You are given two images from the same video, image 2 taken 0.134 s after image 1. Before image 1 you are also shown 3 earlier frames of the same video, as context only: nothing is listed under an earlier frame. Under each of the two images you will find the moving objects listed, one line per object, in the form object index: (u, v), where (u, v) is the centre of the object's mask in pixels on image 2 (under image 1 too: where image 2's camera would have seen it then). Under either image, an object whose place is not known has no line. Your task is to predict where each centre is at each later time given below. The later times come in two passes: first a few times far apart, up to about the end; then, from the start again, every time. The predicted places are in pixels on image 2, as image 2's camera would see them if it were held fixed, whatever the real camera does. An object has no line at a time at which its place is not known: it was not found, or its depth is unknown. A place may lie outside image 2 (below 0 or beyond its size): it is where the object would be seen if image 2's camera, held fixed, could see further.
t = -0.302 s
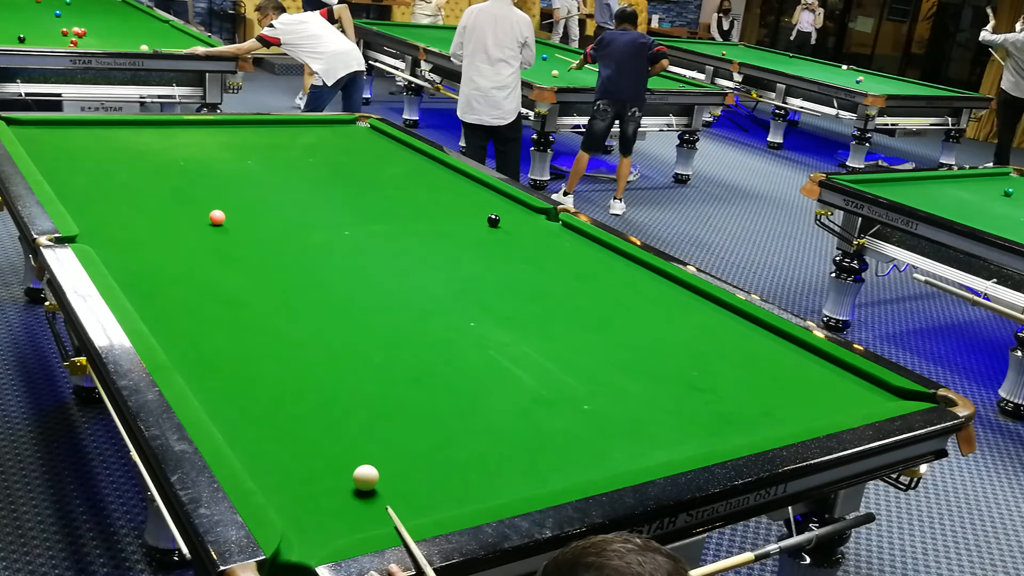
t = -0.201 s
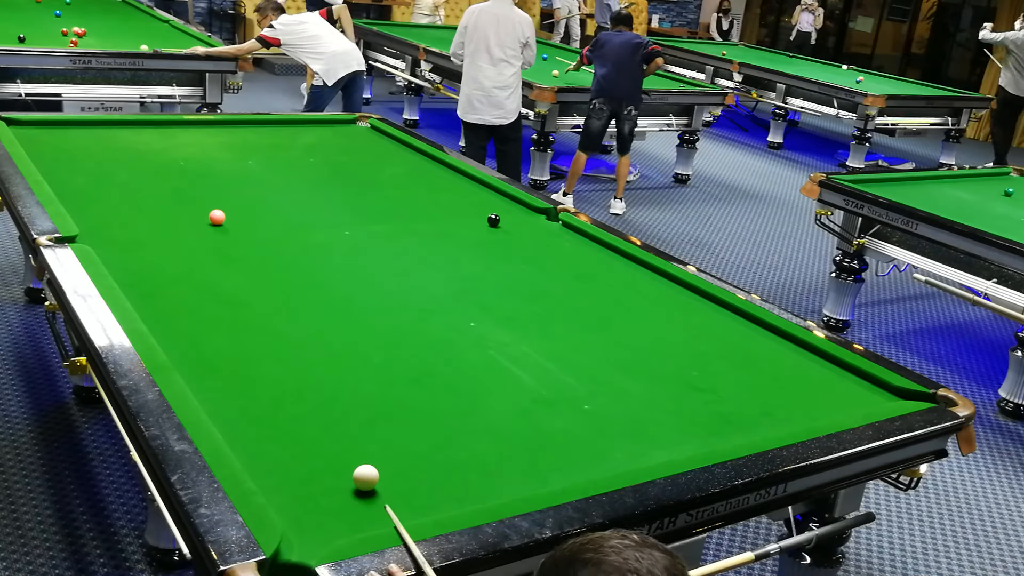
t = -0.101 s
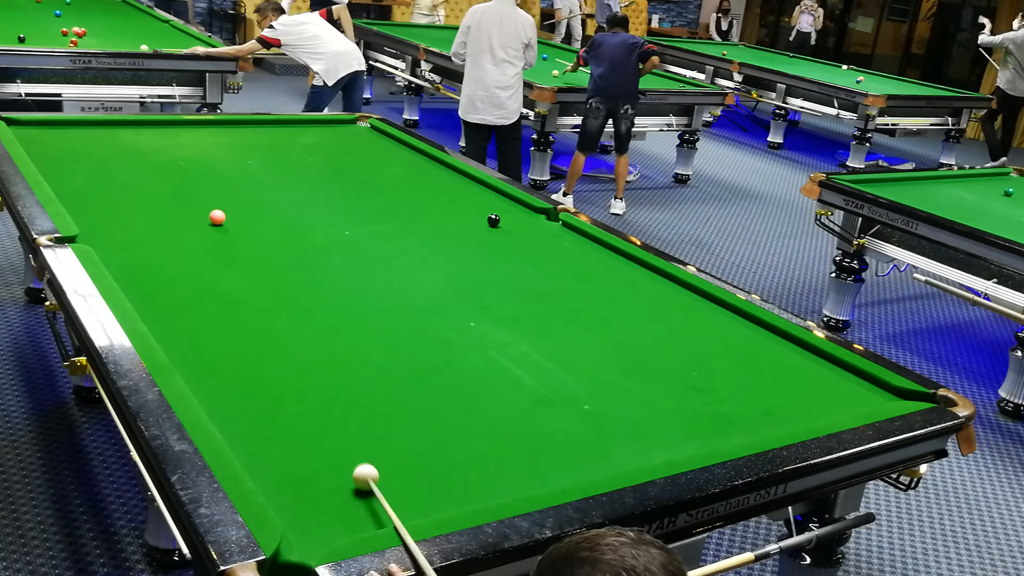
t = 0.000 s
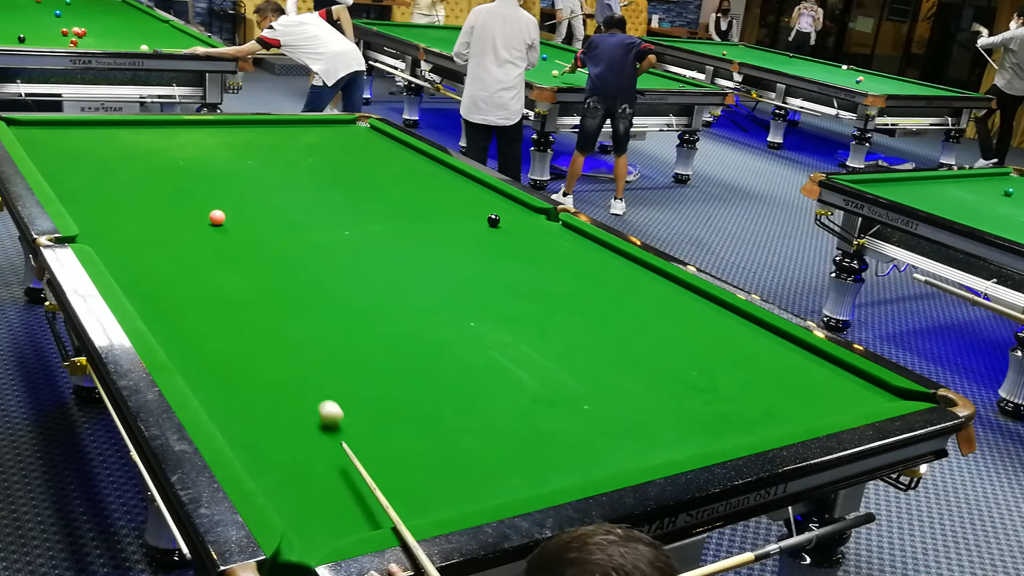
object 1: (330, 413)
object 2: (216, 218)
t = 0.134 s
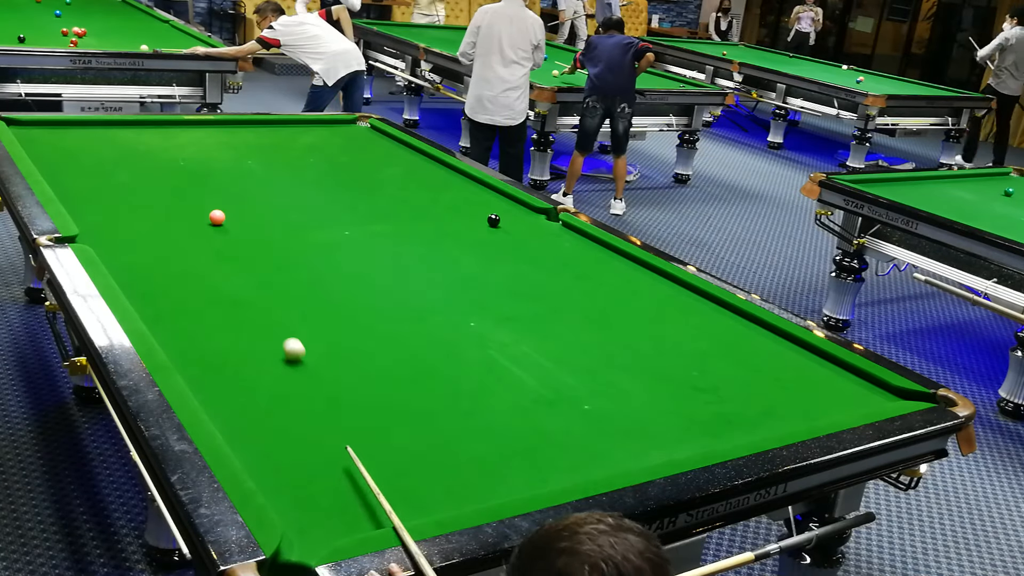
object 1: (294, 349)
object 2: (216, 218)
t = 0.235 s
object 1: (272, 311)
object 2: (217, 218)
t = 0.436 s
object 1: (238, 251)
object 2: (216, 218)
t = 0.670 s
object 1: (227, 221)
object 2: (200, 198)
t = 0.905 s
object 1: (233, 212)
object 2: (177, 171)
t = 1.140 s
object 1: (237, 202)
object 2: (159, 150)
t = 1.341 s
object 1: (239, 194)
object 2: (146, 135)
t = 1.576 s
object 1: (242, 186)
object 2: (139, 124)
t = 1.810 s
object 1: (245, 178)
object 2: (155, 136)
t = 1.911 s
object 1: (247, 175)
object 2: (163, 141)
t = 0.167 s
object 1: (286, 336)
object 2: (217, 218)
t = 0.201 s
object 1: (279, 323)
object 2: (217, 218)
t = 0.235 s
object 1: (272, 311)
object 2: (217, 218)
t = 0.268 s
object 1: (265, 300)
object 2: (216, 218)
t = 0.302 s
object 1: (259, 289)
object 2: (216, 218)
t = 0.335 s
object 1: (253, 279)
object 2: (216, 218)
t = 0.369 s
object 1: (248, 269)
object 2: (216, 218)
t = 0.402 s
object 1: (243, 259)
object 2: (216, 218)
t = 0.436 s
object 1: (238, 251)
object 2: (216, 218)
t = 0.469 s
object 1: (233, 242)
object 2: (217, 218)
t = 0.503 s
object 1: (228, 234)
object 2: (217, 218)
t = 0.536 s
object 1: (224, 226)
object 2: (215, 216)
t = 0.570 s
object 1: (222, 221)
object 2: (213, 213)
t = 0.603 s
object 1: (224, 222)
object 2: (210, 209)
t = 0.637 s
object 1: (225, 221)
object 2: (205, 203)
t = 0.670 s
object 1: (227, 221)
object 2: (200, 198)
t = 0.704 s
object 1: (229, 220)
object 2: (196, 194)
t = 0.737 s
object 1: (230, 219)
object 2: (192, 189)
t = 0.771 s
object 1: (231, 218)
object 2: (189, 185)
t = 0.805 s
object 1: (232, 217)
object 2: (185, 181)
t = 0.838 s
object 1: (232, 215)
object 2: (182, 177)
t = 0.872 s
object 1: (233, 213)
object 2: (180, 174)
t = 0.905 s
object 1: (233, 212)
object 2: (177, 171)
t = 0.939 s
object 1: (234, 210)
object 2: (174, 168)
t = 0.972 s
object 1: (234, 209)
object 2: (171, 165)
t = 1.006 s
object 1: (235, 207)
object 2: (169, 162)
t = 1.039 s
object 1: (235, 206)
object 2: (166, 159)
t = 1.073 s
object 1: (236, 204)
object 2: (164, 156)
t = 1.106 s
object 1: (236, 203)
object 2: (161, 153)
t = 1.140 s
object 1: (237, 202)
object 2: (159, 150)
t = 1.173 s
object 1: (237, 200)
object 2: (157, 148)
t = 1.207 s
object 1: (237, 199)
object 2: (155, 145)
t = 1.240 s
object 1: (238, 198)
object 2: (152, 142)
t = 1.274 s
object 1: (238, 196)
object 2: (150, 140)
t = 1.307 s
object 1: (239, 195)
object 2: (148, 137)
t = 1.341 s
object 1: (239, 194)
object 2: (146, 135)
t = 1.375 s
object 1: (240, 193)
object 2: (144, 132)
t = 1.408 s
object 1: (240, 191)
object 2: (142, 130)
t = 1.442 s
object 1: (241, 190)
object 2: (140, 128)
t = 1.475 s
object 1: (241, 189)
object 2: (138, 126)
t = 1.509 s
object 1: (241, 188)
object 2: (136, 123)
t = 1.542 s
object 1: (242, 187)
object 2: (136, 122)
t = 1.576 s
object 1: (242, 186)
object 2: (139, 124)
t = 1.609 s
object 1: (243, 184)
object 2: (141, 126)
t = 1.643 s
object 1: (243, 183)
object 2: (144, 128)
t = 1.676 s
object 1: (244, 182)
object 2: (146, 129)
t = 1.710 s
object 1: (244, 181)
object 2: (149, 131)
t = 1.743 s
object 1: (245, 180)
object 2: (151, 132)
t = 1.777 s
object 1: (245, 179)
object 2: (154, 134)
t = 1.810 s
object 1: (245, 178)
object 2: (155, 136)
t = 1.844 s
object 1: (246, 177)
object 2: (158, 137)
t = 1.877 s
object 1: (246, 176)
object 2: (161, 139)
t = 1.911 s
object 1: (247, 175)
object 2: (163, 141)
